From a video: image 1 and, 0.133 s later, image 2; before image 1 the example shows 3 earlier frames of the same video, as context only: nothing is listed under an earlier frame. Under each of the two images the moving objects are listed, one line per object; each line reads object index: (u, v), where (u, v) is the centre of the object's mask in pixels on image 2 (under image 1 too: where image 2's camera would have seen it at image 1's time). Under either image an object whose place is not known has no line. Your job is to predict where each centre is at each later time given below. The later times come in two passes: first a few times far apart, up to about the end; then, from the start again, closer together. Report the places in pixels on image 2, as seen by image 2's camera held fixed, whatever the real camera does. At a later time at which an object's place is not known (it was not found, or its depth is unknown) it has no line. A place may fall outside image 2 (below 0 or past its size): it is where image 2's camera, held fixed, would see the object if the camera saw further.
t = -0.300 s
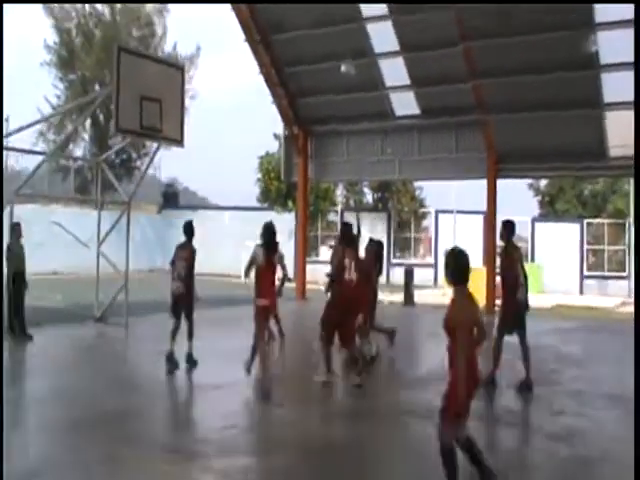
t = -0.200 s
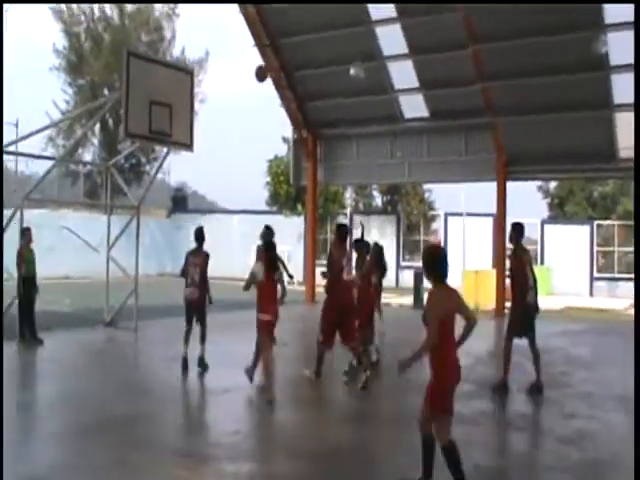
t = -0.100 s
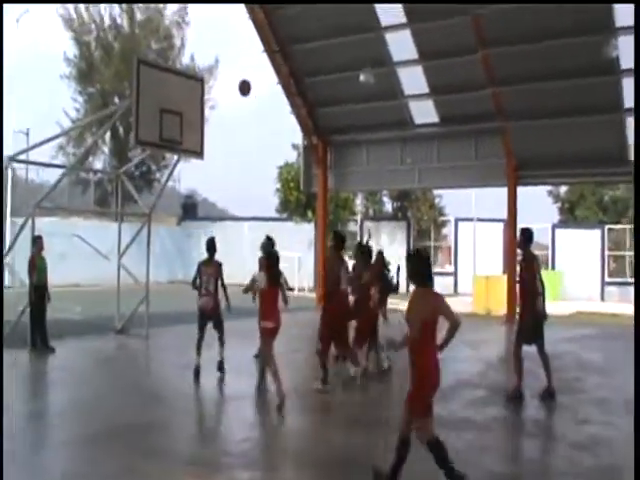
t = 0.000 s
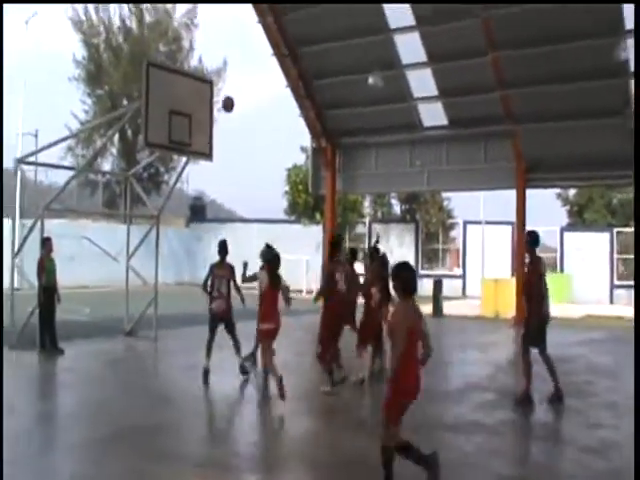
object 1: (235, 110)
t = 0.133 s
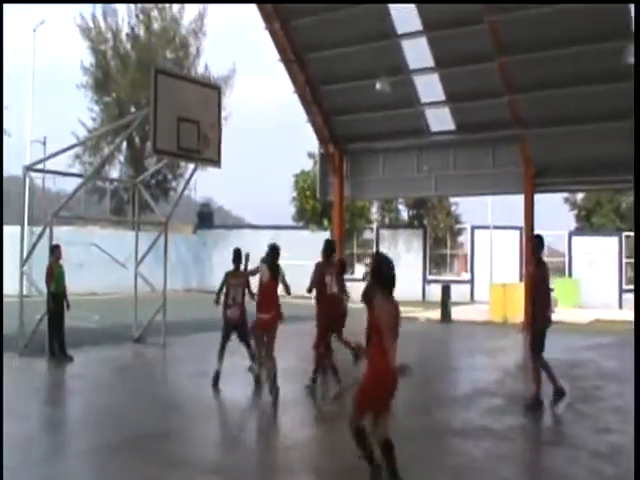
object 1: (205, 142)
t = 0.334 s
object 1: (223, 125)
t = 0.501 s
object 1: (241, 125)
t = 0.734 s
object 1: (262, 153)
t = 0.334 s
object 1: (223, 125)
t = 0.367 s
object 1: (226, 123)
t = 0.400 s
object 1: (230, 122)
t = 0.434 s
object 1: (234, 122)
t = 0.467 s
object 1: (237, 123)
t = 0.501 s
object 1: (241, 125)
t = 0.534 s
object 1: (244, 127)
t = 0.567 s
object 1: (247, 130)
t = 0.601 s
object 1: (250, 133)
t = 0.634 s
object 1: (253, 137)
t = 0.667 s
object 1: (256, 141)
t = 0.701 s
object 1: (260, 147)
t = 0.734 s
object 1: (262, 153)
